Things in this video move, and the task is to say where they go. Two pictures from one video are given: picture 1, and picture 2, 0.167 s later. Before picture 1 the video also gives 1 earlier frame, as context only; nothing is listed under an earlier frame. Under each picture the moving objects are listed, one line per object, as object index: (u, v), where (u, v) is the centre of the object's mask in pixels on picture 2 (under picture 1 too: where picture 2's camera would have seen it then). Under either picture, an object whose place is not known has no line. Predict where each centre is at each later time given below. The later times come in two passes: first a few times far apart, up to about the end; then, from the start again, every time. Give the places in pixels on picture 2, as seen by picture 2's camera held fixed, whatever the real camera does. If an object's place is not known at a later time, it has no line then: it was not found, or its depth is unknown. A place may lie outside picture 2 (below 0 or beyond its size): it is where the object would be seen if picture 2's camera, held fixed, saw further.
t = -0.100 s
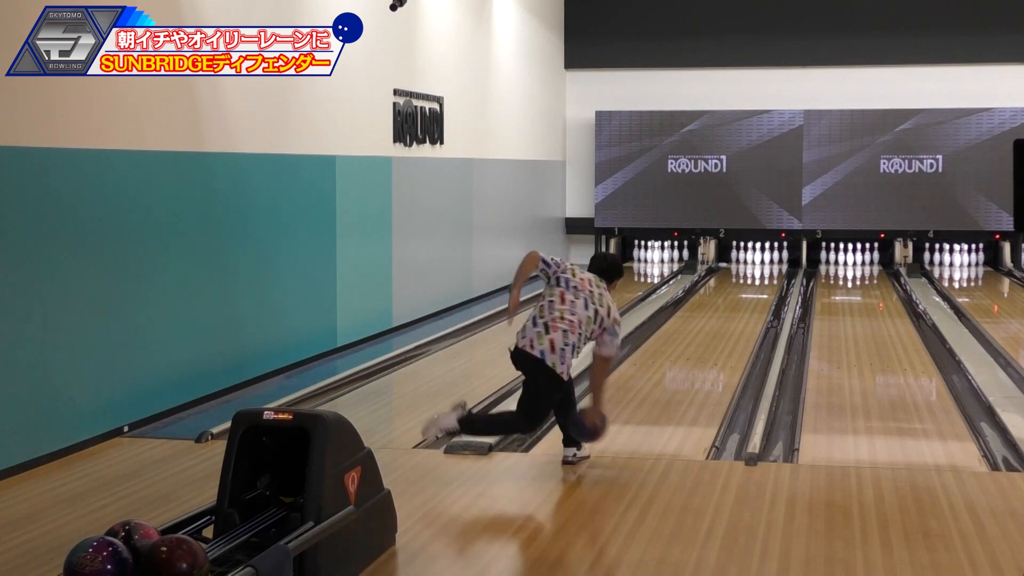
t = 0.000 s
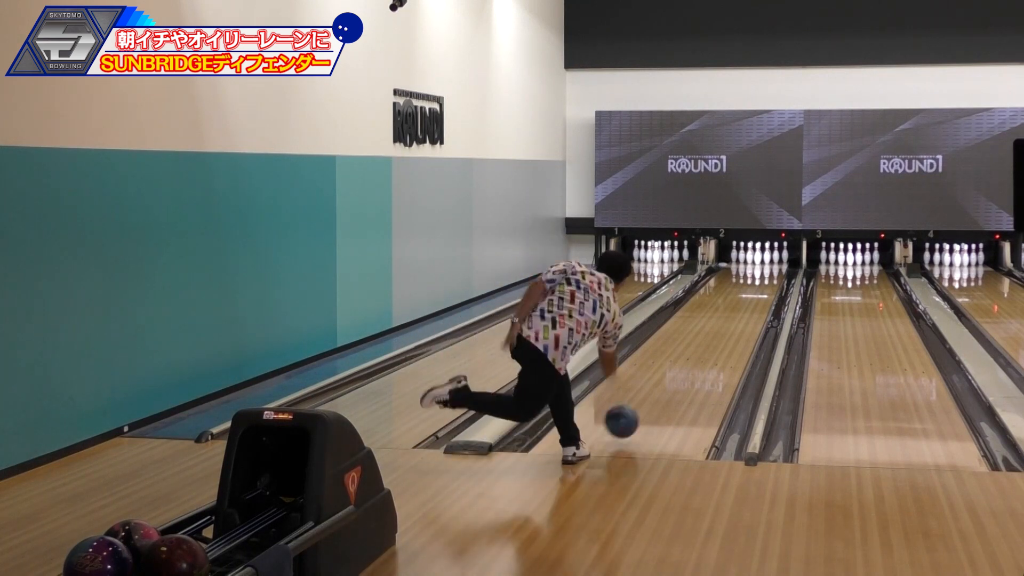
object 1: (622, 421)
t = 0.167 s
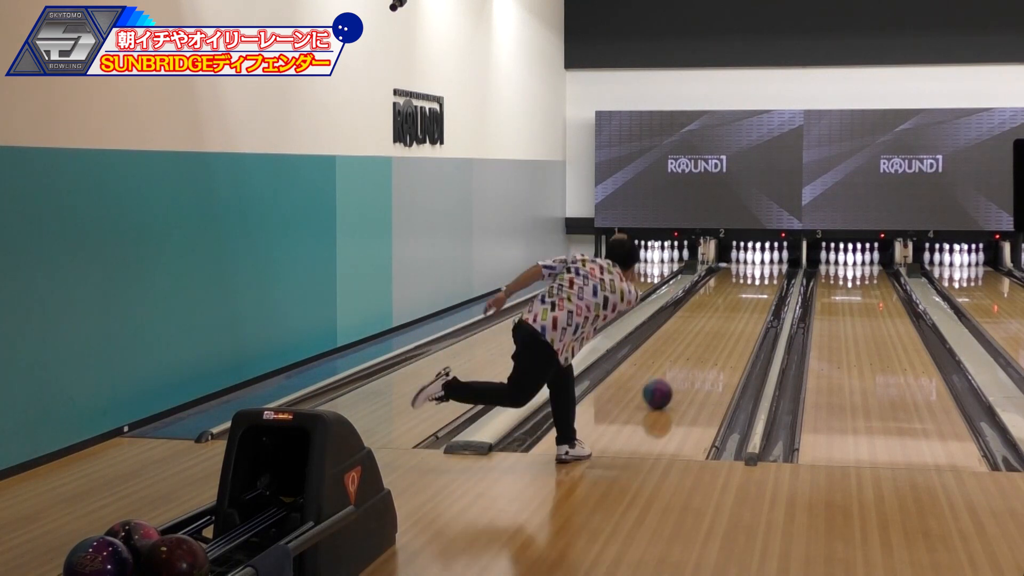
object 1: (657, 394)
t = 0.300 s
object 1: (680, 373)
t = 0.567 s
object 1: (714, 342)
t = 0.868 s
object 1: (742, 317)
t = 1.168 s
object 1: (759, 298)
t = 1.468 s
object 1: (770, 283)
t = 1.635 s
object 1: (772, 276)
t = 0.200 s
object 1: (663, 388)
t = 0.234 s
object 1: (670, 383)
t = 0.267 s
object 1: (675, 378)
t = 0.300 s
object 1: (680, 373)
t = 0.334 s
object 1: (685, 369)
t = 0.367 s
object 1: (690, 364)
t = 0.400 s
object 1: (695, 360)
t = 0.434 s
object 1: (699, 356)
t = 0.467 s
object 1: (703, 352)
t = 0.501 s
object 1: (707, 349)
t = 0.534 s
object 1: (711, 345)
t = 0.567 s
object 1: (714, 342)
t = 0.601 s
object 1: (718, 339)
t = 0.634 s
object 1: (721, 335)
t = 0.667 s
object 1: (725, 333)
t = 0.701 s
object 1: (728, 329)
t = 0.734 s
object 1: (731, 327)
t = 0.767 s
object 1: (734, 324)
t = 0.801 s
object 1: (736, 322)
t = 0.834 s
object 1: (739, 319)
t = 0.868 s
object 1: (742, 317)
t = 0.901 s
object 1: (744, 315)
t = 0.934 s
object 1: (746, 312)
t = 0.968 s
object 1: (748, 310)
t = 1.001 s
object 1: (751, 308)
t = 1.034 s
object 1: (752, 306)
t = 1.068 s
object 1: (754, 303)
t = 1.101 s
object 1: (756, 302)
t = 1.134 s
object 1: (758, 300)
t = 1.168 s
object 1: (759, 298)
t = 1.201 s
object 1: (761, 296)
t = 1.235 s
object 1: (762, 294)
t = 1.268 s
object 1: (763, 292)
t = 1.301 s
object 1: (764, 291)
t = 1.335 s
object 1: (766, 289)
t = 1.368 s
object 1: (767, 288)
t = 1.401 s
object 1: (768, 286)
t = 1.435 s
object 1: (769, 285)
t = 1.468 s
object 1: (770, 283)
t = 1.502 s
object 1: (770, 282)
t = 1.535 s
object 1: (771, 280)
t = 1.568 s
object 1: (771, 279)
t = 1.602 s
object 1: (772, 278)
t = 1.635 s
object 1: (772, 276)
